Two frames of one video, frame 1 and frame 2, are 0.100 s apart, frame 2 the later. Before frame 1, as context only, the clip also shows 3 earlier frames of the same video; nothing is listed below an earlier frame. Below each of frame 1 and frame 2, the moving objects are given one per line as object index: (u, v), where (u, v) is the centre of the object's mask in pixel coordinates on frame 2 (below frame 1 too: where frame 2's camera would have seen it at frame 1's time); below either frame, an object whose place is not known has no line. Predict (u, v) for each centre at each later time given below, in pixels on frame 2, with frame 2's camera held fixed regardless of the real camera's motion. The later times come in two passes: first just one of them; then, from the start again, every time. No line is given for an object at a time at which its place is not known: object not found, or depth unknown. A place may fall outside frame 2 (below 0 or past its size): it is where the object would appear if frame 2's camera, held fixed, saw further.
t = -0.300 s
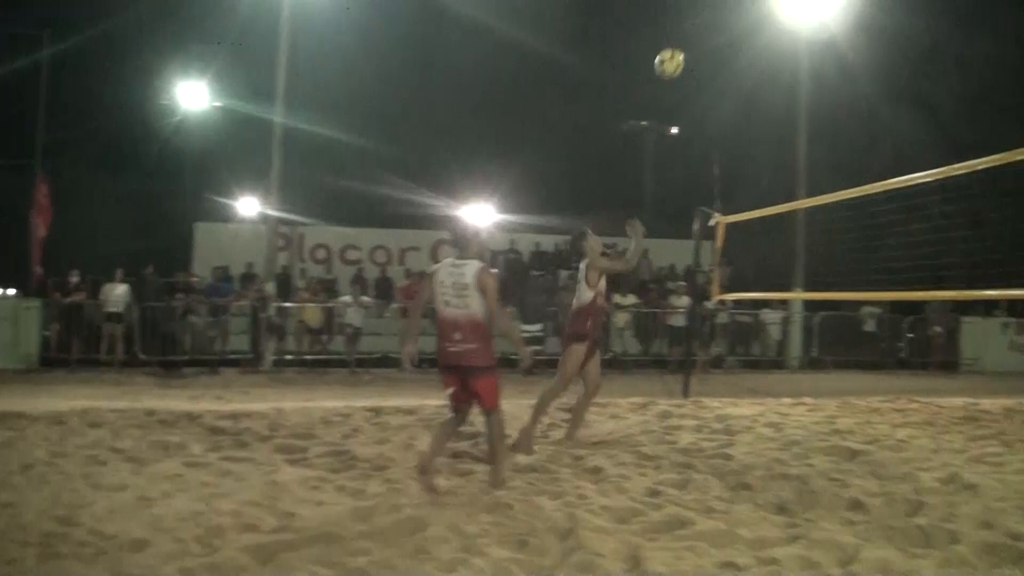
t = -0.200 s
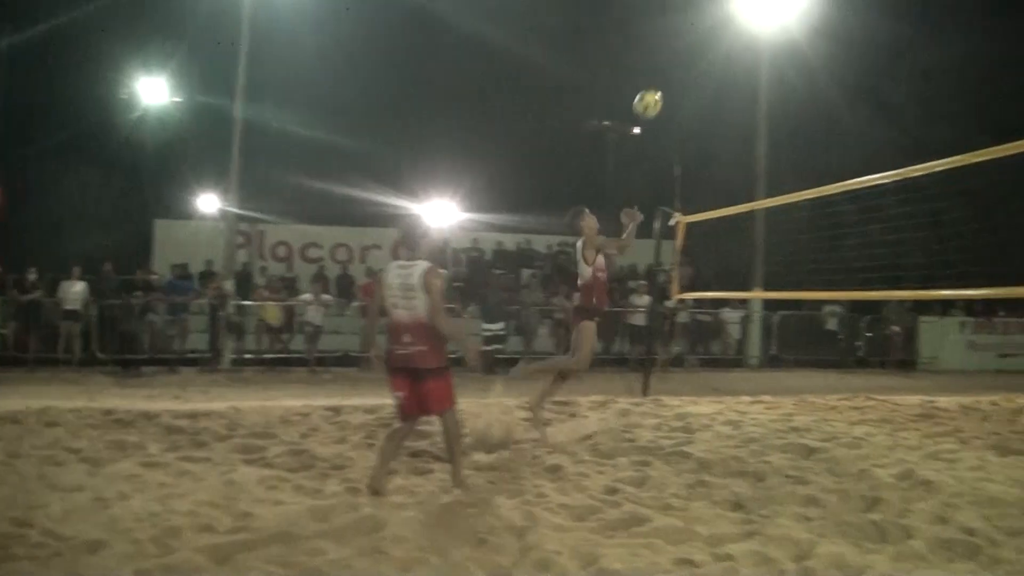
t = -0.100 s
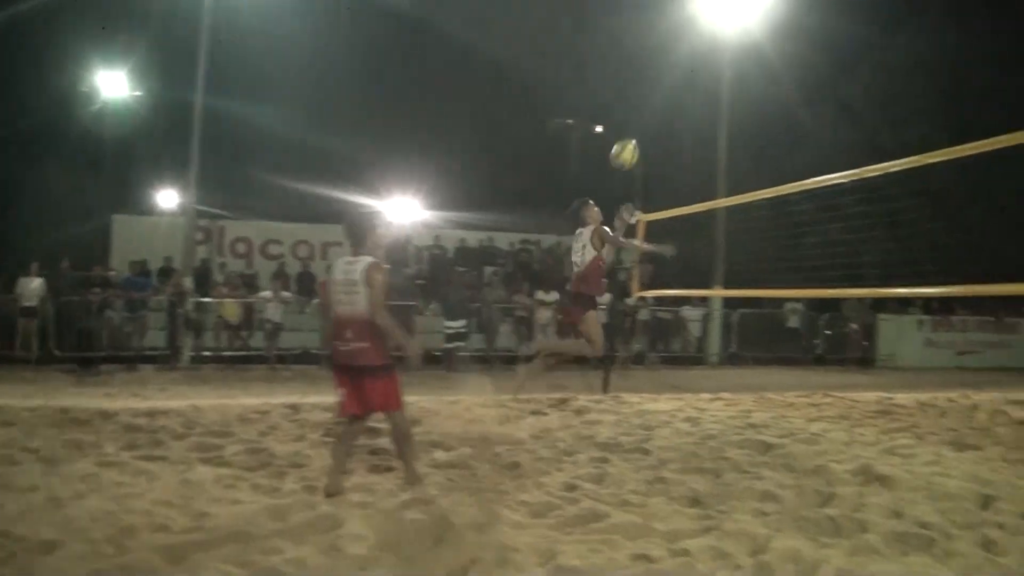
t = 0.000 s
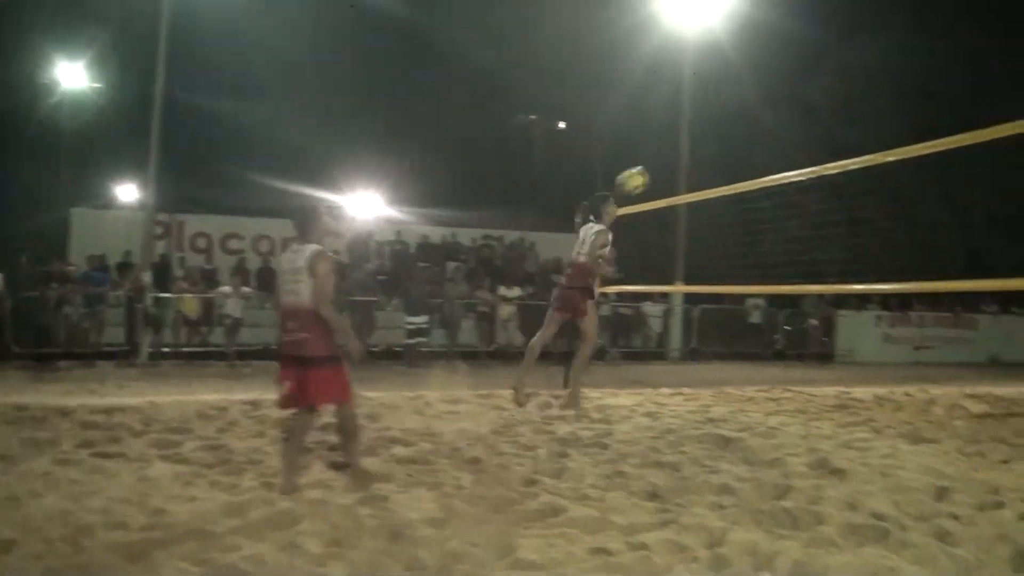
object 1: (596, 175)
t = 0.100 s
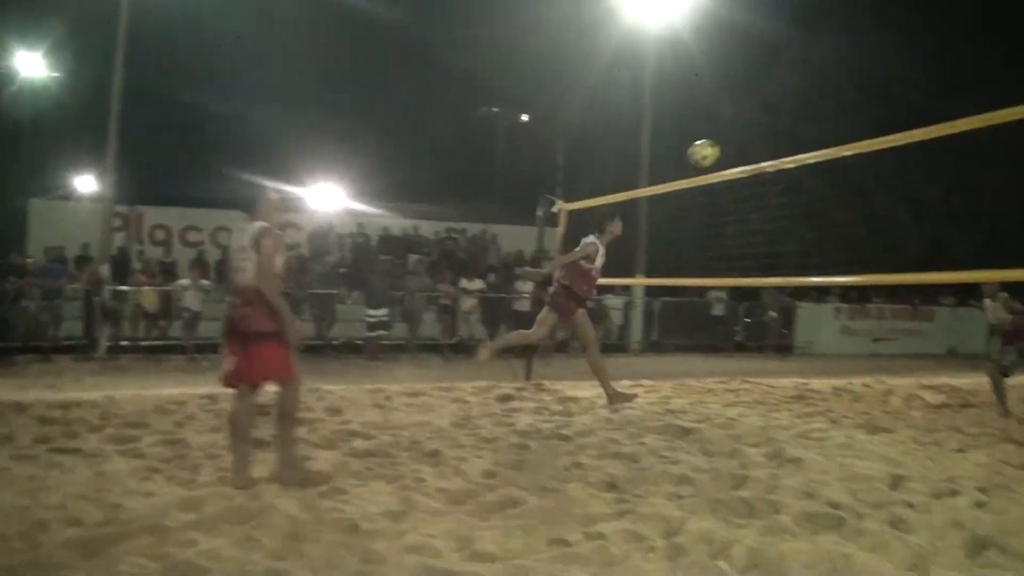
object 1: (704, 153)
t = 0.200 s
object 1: (808, 142)
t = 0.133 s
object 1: (738, 150)
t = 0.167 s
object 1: (774, 146)
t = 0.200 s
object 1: (808, 142)
